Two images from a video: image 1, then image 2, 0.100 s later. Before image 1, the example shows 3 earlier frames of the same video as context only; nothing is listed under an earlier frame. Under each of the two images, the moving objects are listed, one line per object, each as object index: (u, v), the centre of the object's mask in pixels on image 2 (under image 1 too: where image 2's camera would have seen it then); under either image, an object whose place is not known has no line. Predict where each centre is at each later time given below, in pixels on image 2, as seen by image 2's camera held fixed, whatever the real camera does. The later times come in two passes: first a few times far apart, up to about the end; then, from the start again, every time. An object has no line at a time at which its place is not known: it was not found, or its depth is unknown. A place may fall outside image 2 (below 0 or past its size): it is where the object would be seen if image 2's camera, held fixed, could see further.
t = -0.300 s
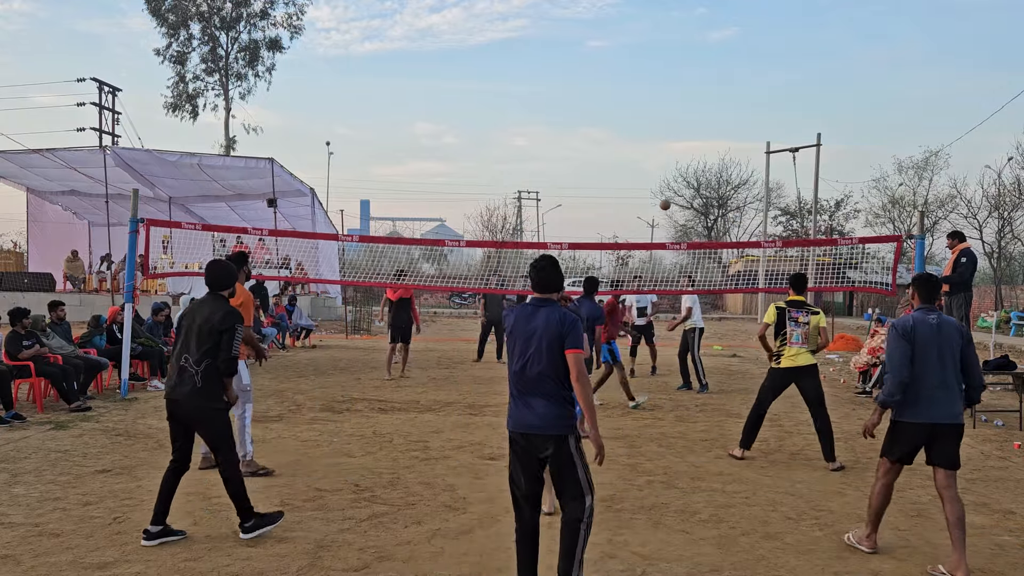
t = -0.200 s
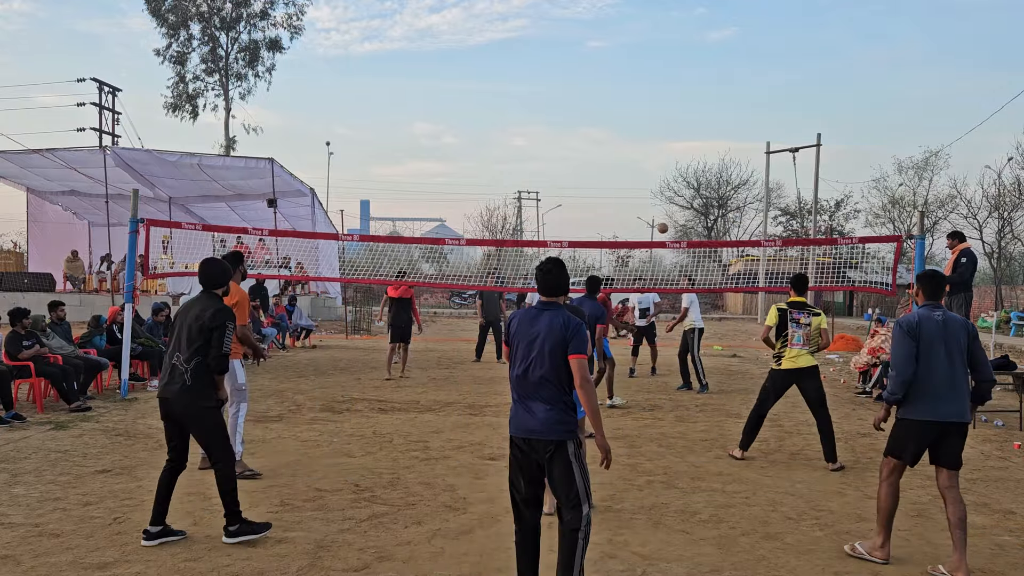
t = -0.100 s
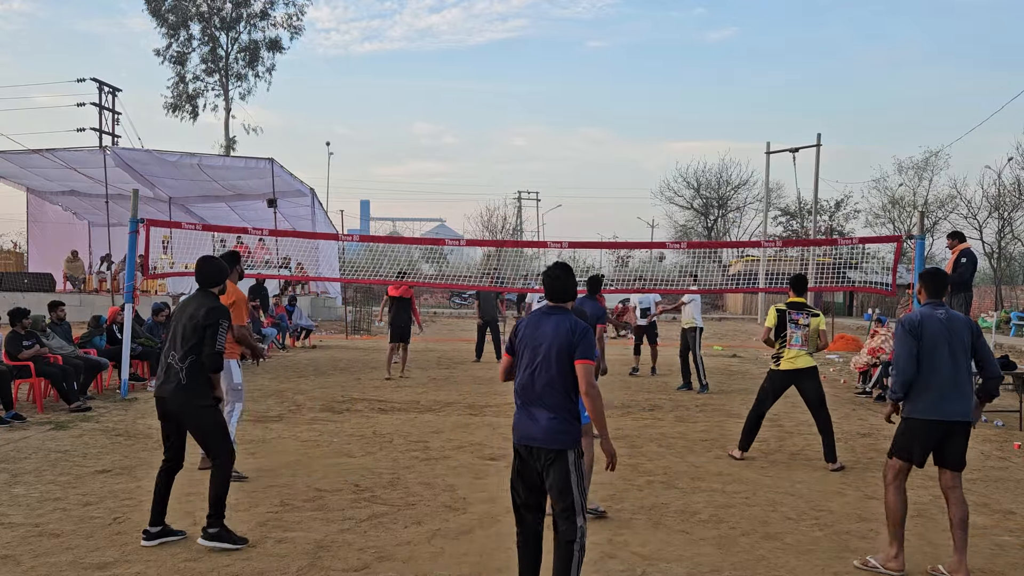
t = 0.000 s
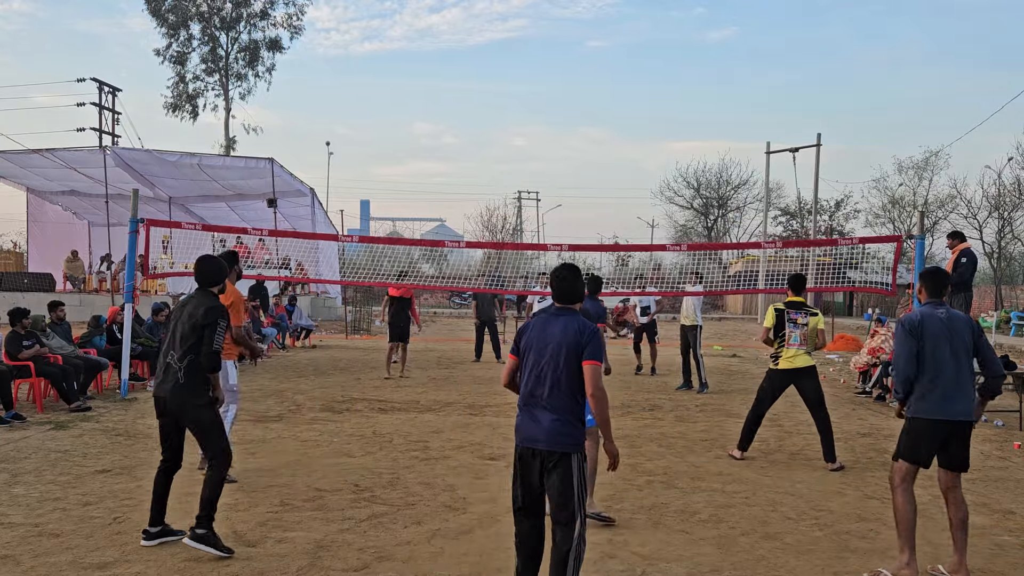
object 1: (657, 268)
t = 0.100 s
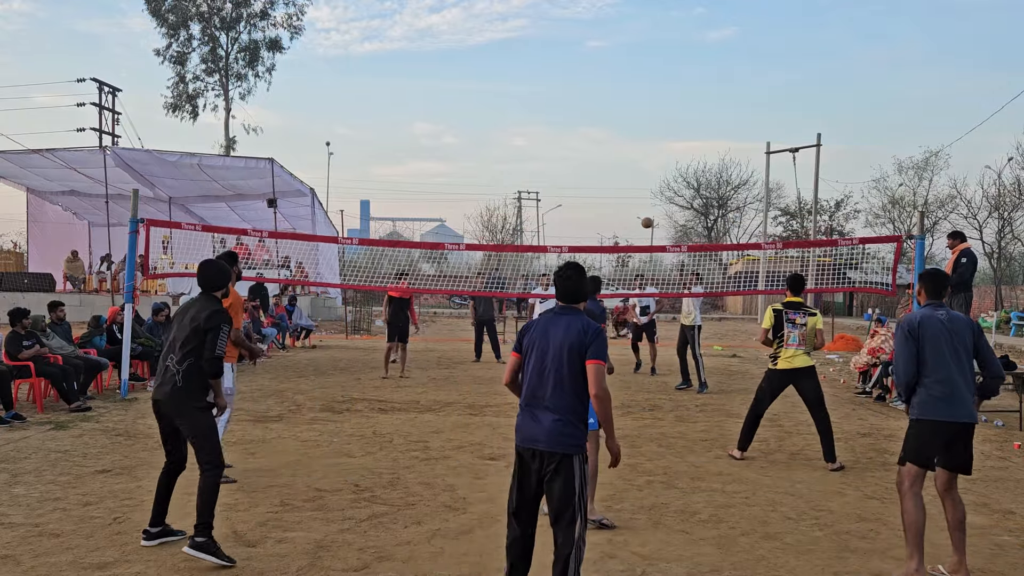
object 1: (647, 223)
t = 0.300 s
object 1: (625, 148)
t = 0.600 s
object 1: (580, 72)
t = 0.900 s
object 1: (513, 68)
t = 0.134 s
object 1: (643, 209)
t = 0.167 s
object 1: (640, 196)
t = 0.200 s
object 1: (637, 183)
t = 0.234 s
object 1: (633, 171)
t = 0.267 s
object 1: (629, 159)
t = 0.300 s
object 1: (625, 148)
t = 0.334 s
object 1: (621, 137)
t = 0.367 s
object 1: (617, 126)
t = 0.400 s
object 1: (612, 116)
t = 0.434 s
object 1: (607, 108)
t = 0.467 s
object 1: (602, 99)
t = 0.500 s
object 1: (597, 91)
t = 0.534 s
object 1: (592, 84)
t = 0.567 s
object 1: (586, 78)
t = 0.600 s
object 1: (580, 72)
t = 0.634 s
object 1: (574, 67)
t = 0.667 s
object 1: (567, 63)
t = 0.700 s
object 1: (561, 60)
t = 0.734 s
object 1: (553, 59)
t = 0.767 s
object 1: (546, 58)
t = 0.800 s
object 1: (539, 58)
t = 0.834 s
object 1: (530, 60)
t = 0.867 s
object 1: (522, 63)
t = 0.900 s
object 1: (513, 68)
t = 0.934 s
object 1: (504, 73)
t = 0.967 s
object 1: (494, 81)
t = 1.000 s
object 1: (483, 90)
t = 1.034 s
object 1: (472, 102)
